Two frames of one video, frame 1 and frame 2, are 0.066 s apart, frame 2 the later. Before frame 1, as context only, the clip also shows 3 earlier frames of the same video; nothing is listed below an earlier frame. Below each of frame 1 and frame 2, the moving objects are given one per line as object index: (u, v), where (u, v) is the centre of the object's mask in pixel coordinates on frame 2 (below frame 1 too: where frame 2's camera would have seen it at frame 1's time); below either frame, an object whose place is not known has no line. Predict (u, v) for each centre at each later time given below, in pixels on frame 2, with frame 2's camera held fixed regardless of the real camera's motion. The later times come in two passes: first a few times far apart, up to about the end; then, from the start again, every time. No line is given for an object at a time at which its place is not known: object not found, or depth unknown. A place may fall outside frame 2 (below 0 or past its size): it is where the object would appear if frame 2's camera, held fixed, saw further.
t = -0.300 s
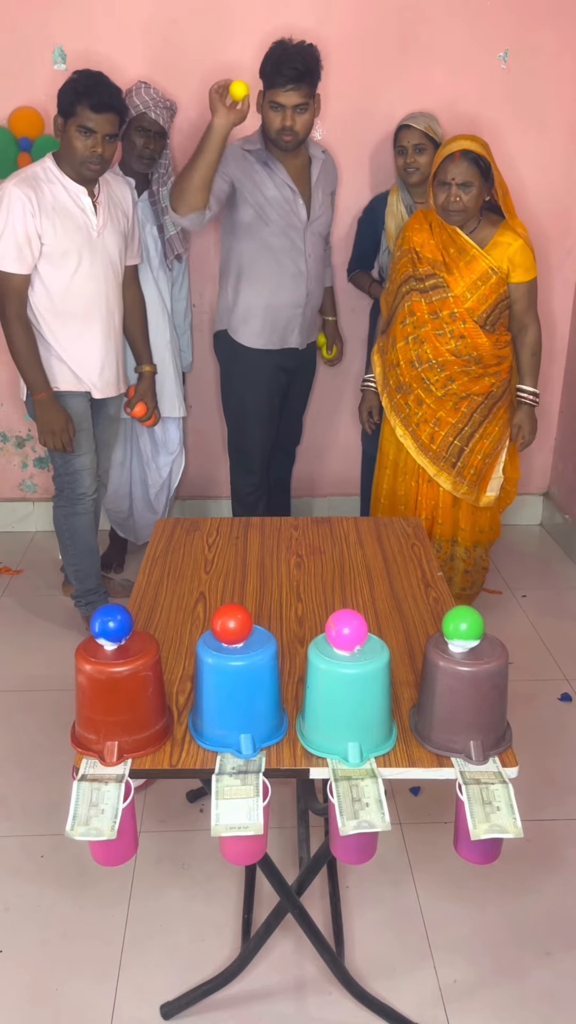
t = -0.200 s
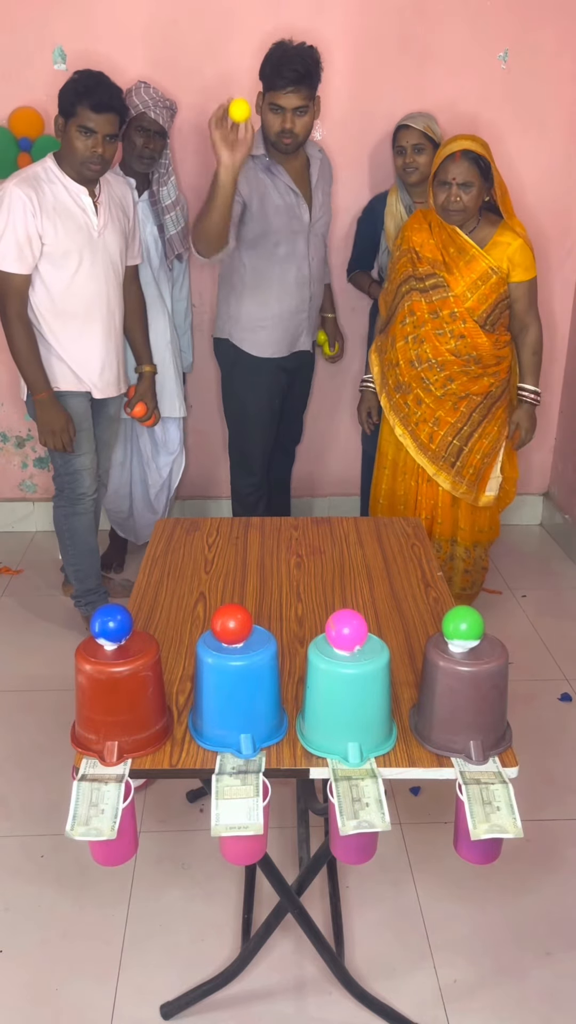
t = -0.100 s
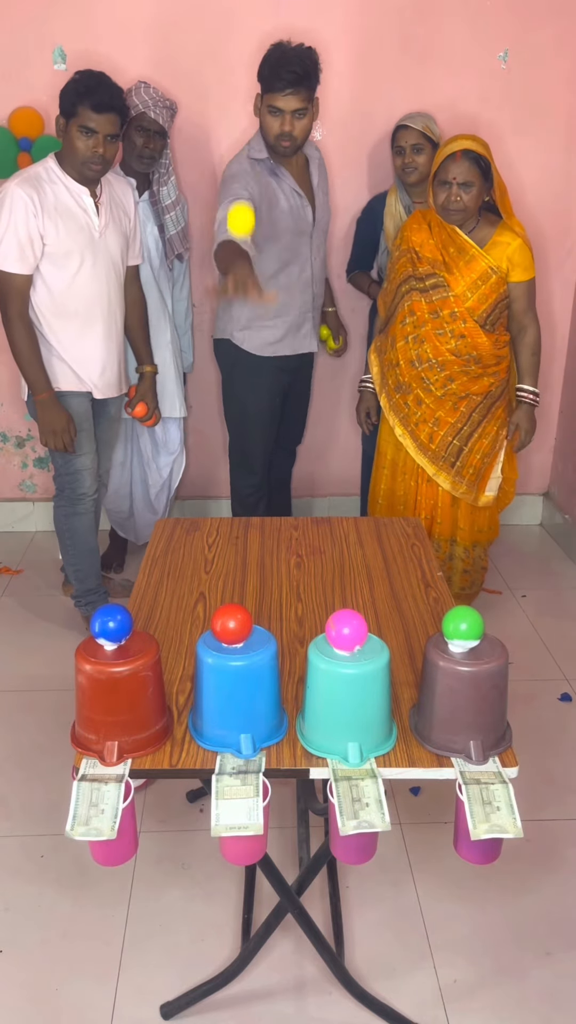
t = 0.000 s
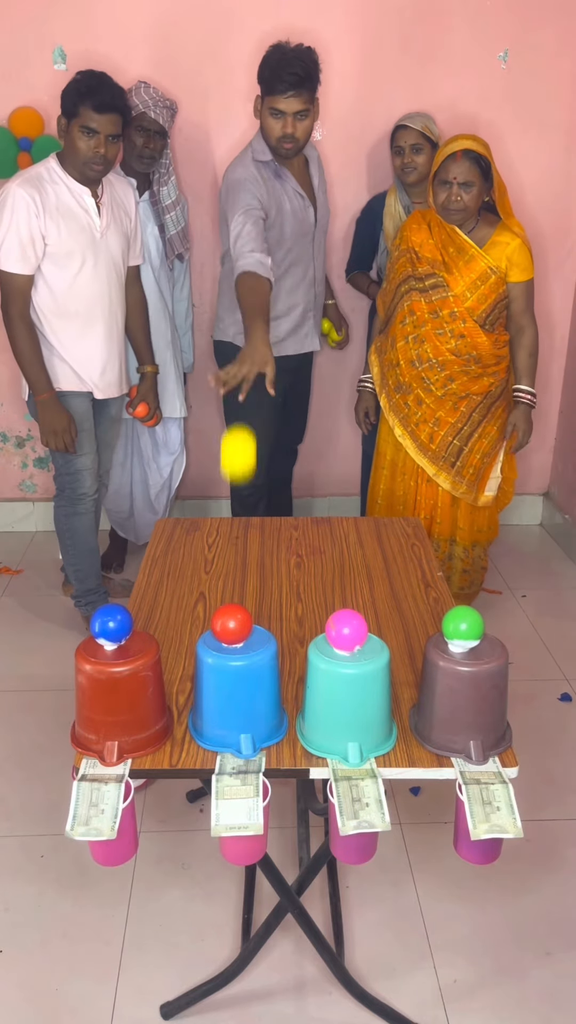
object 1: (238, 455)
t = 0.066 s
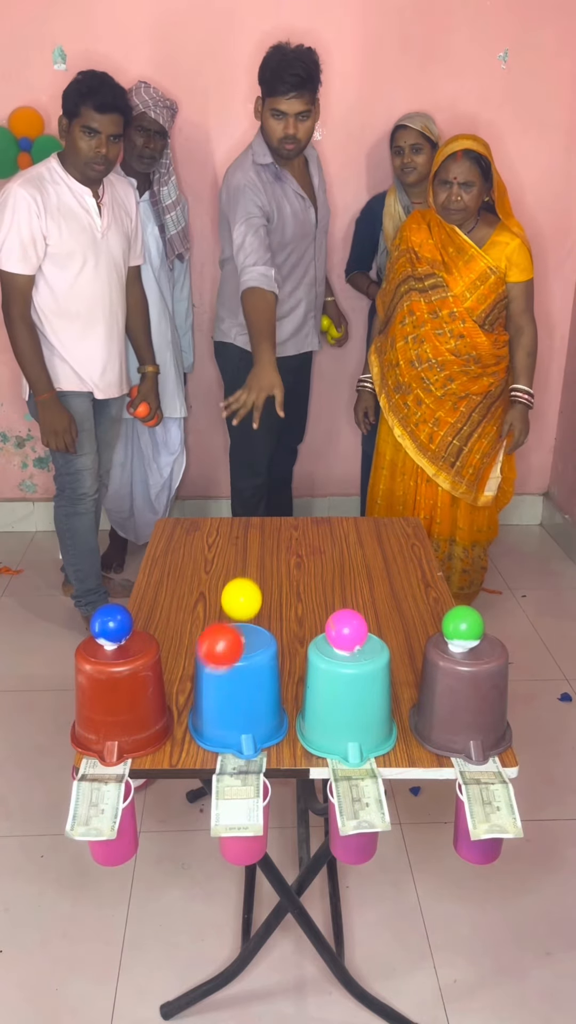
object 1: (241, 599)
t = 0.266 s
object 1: (261, 610)
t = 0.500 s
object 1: (286, 595)
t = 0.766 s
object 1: (306, 589)
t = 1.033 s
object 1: (329, 578)
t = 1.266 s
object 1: (340, 562)
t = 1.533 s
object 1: (346, 543)
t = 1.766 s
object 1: (332, 520)
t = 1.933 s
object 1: (309, 504)
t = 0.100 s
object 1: (245, 585)
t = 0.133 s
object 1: (248, 577)
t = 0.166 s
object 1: (251, 576)
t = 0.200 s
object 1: (255, 582)
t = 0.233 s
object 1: (258, 594)
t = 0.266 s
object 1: (261, 610)
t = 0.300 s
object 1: (269, 623)
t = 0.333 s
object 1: (282, 650)
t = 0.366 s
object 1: (283, 647)
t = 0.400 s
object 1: (279, 624)
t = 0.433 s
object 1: (280, 610)
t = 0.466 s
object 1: (283, 599)
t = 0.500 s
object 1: (286, 595)
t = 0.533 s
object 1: (289, 596)
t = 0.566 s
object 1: (292, 604)
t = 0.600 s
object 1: (294, 616)
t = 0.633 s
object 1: (297, 625)
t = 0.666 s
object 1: (299, 608)
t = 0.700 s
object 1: (301, 596)
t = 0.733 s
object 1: (304, 589)
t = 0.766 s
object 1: (306, 589)
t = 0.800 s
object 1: (308, 593)
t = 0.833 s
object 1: (309, 603)
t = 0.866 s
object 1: (313, 593)
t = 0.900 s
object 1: (317, 584)
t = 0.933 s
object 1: (320, 580)
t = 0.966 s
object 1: (324, 582)
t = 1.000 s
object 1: (327, 588)
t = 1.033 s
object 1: (329, 578)
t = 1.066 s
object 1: (331, 572)
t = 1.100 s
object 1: (333, 572)
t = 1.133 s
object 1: (335, 576)
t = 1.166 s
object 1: (336, 569)
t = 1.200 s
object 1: (338, 565)
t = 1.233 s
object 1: (339, 566)
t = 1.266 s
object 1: (340, 562)
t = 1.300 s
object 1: (342, 559)
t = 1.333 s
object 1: (344, 560)
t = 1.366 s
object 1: (344, 556)
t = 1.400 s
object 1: (345, 553)
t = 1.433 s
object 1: (346, 551)
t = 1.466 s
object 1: (346, 548)
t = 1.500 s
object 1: (346, 546)
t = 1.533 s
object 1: (346, 543)
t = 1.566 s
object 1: (345, 540)
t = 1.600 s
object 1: (344, 538)
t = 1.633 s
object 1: (343, 536)
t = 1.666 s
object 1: (342, 533)
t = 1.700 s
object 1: (341, 532)
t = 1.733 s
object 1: (336, 524)
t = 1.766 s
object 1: (332, 520)
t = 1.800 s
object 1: (329, 515)
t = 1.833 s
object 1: (325, 512)
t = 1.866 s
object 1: (320, 508)
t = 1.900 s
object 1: (315, 505)
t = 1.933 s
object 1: (309, 504)
